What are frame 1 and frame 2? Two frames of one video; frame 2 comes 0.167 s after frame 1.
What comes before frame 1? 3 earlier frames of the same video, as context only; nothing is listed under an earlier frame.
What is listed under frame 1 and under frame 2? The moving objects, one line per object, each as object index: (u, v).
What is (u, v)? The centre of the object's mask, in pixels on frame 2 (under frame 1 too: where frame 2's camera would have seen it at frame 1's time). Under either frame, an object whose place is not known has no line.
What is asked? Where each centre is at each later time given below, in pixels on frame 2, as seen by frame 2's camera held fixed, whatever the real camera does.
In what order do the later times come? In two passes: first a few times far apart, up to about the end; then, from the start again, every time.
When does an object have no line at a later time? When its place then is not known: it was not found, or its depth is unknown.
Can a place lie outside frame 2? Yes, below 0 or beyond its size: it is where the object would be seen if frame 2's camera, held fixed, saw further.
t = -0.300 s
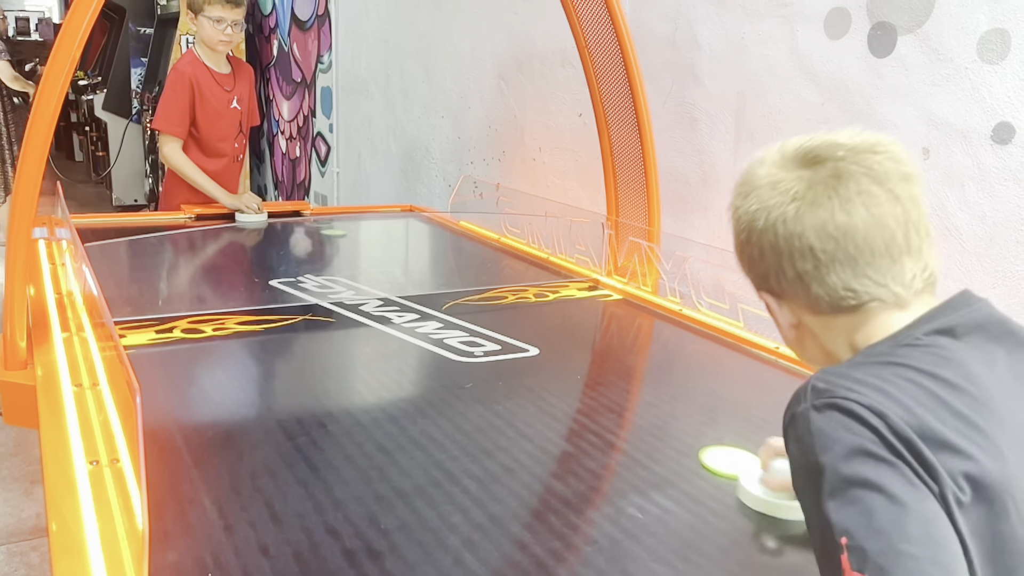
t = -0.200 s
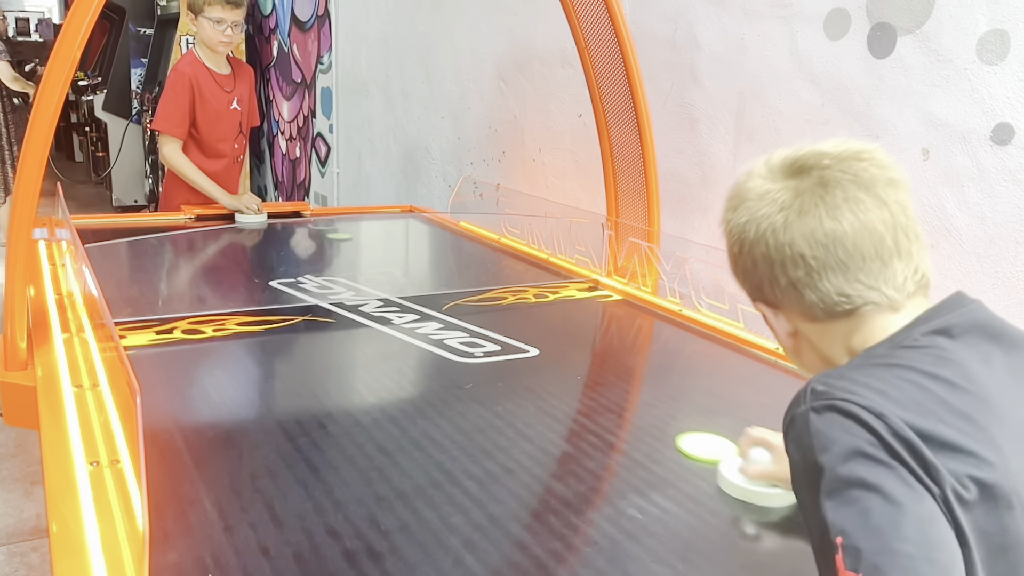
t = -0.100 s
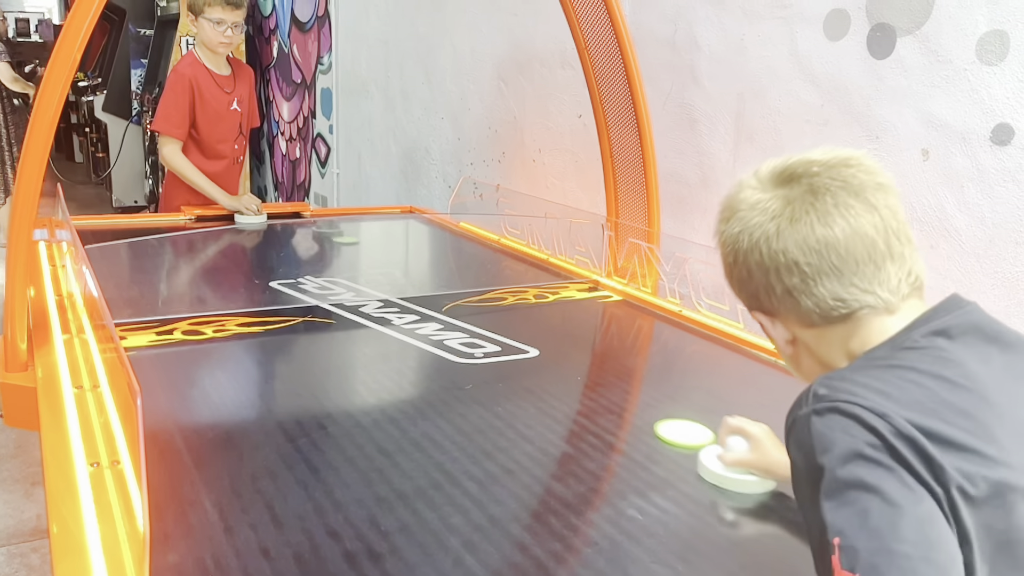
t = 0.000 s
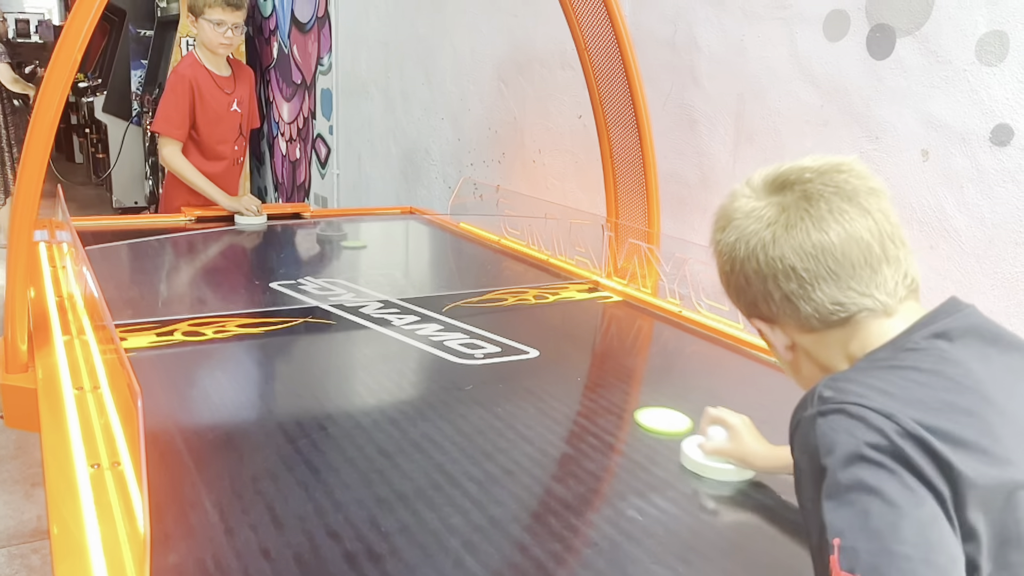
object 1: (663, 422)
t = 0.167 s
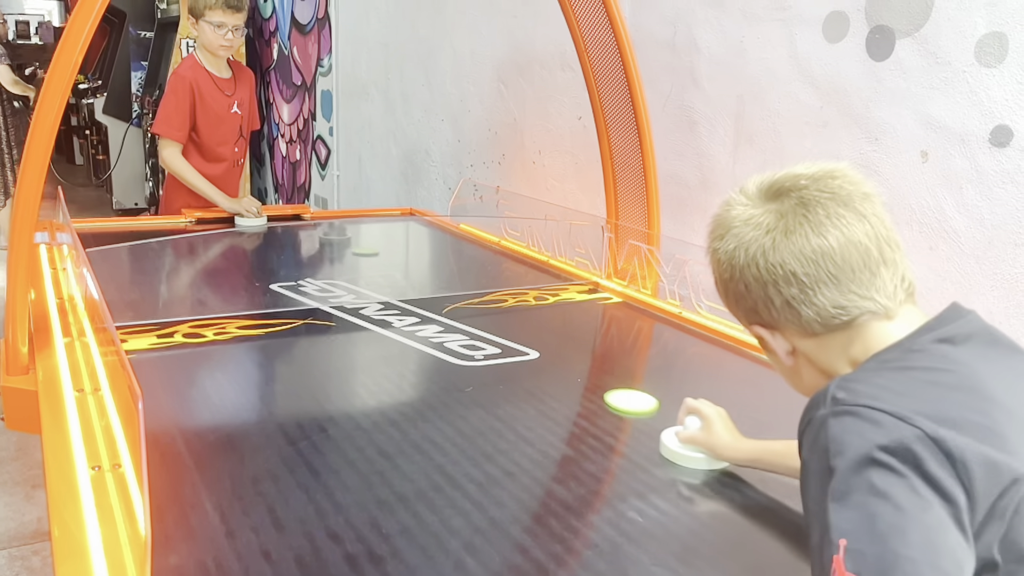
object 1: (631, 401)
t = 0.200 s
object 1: (625, 397)
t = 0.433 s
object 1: (587, 373)
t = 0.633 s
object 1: (559, 354)
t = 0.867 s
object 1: (530, 335)
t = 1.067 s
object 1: (507, 321)
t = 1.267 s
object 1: (487, 308)
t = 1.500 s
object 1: (467, 295)
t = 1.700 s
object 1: (451, 284)
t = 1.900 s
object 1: (437, 275)
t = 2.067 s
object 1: (424, 267)
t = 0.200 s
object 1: (625, 397)
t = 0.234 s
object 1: (619, 393)
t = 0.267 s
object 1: (614, 390)
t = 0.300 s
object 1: (608, 386)
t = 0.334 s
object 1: (602, 383)
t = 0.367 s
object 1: (597, 379)
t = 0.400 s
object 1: (592, 376)
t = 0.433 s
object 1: (587, 373)
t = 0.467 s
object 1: (582, 369)
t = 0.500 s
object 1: (577, 366)
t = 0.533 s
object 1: (572, 363)
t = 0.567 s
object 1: (568, 360)
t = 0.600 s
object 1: (563, 357)
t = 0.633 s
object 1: (559, 354)
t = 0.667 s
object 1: (555, 351)
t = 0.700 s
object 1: (550, 348)
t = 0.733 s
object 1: (546, 345)
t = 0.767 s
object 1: (542, 343)
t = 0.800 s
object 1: (538, 340)
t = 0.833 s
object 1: (534, 338)
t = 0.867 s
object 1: (530, 335)
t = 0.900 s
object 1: (526, 332)
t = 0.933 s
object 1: (522, 330)
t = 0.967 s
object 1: (518, 327)
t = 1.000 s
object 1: (514, 325)
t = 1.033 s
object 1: (511, 323)
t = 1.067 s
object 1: (507, 321)
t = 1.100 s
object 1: (503, 318)
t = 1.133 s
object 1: (500, 316)
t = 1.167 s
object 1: (497, 314)
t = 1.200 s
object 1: (493, 312)
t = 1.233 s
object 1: (490, 310)
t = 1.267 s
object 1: (487, 308)
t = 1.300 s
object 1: (484, 306)
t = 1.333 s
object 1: (481, 304)
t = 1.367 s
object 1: (478, 302)
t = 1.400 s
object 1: (475, 300)
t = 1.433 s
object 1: (472, 298)
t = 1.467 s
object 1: (469, 296)
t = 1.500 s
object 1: (467, 295)
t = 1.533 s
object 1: (464, 293)
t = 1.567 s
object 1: (462, 291)
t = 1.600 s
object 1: (459, 289)
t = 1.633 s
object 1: (456, 287)
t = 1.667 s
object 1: (454, 286)
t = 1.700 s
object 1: (451, 284)
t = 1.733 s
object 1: (449, 283)
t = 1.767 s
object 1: (446, 281)
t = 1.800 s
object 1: (444, 279)
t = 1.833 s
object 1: (441, 278)
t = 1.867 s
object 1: (438, 276)
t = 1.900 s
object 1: (437, 275)
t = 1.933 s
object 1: (434, 273)
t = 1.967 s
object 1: (431, 272)
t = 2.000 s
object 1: (429, 270)
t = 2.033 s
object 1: (427, 269)
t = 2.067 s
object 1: (424, 267)
